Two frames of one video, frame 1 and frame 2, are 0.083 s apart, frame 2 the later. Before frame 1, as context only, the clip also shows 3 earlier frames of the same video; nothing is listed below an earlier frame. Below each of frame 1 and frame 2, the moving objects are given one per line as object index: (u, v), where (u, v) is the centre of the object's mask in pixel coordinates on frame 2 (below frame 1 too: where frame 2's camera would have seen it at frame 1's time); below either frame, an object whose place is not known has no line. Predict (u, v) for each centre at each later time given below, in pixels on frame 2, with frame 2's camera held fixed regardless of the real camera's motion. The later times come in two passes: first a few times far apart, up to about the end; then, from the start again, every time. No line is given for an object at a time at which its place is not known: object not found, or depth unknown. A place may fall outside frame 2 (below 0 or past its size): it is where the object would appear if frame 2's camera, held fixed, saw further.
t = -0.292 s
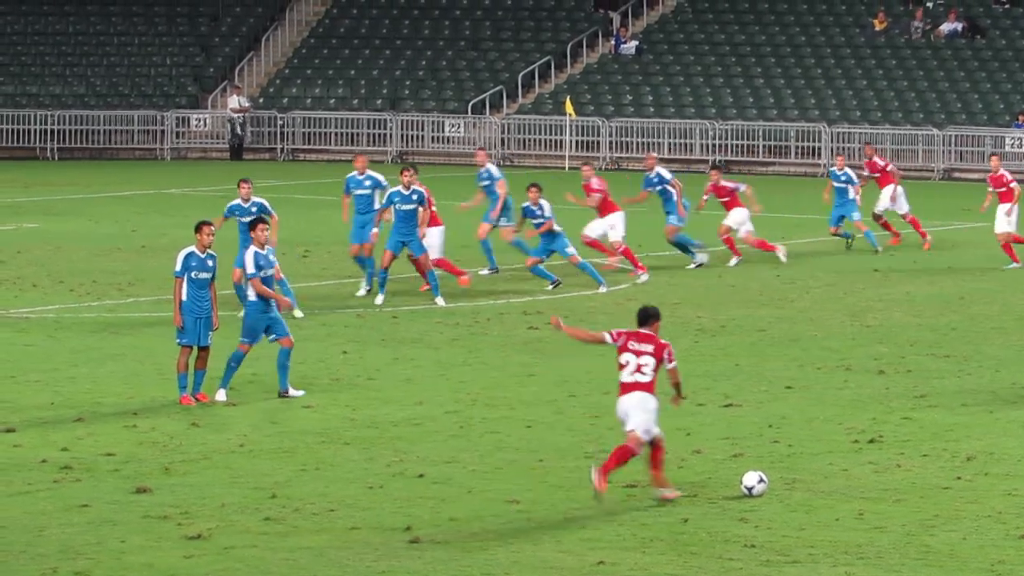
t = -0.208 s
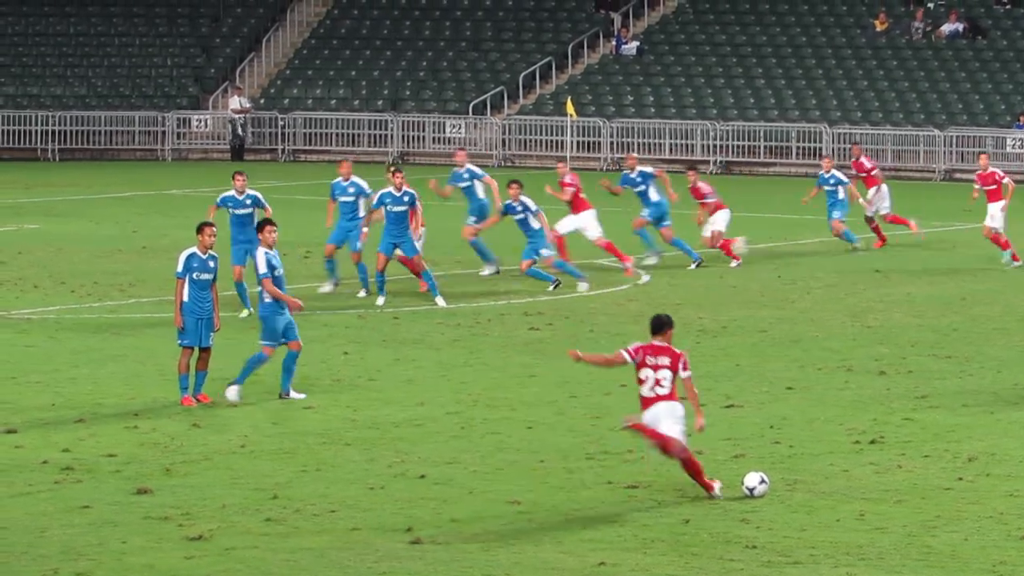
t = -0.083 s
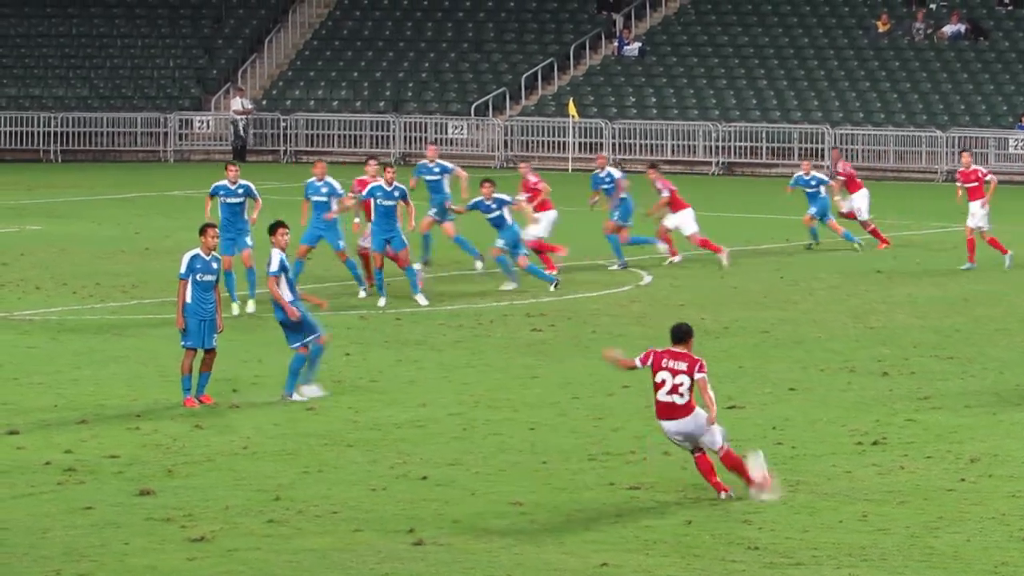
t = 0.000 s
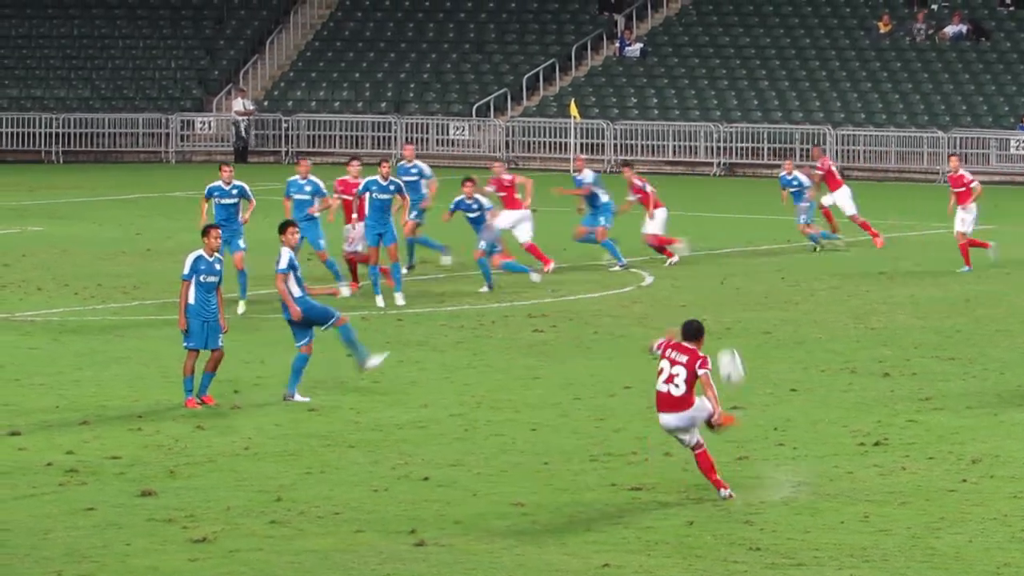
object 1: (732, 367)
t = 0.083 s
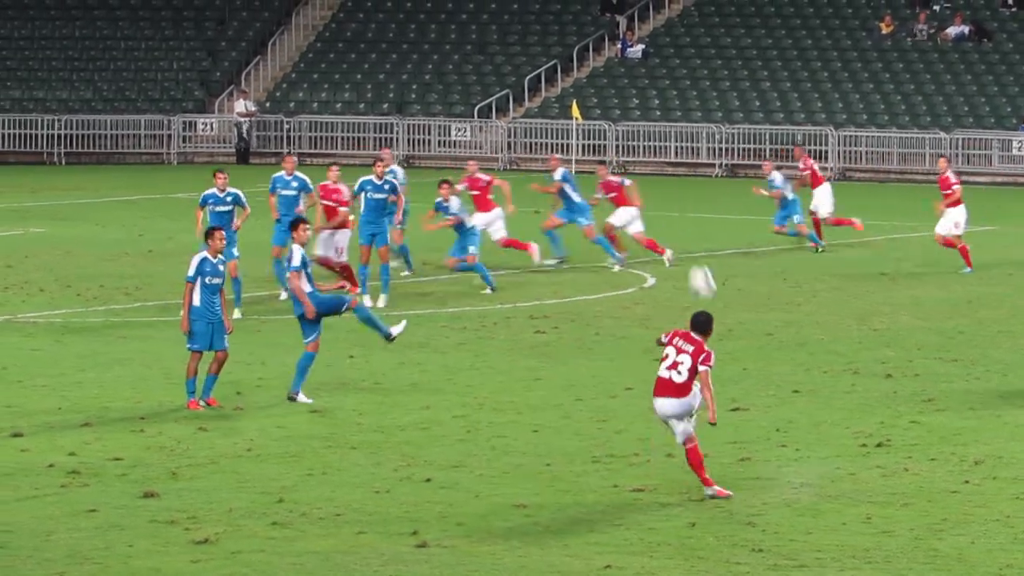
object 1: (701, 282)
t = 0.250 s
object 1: (631, 152)
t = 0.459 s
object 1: (534, 51)
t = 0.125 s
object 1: (685, 244)
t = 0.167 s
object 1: (668, 210)
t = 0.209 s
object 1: (650, 179)
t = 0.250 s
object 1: (631, 152)
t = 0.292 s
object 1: (612, 127)
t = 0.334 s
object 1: (593, 105)
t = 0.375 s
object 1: (574, 85)
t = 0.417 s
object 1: (554, 66)
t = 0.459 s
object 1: (534, 51)
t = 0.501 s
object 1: (514, 37)
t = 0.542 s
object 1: (494, 24)
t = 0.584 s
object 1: (474, 15)
